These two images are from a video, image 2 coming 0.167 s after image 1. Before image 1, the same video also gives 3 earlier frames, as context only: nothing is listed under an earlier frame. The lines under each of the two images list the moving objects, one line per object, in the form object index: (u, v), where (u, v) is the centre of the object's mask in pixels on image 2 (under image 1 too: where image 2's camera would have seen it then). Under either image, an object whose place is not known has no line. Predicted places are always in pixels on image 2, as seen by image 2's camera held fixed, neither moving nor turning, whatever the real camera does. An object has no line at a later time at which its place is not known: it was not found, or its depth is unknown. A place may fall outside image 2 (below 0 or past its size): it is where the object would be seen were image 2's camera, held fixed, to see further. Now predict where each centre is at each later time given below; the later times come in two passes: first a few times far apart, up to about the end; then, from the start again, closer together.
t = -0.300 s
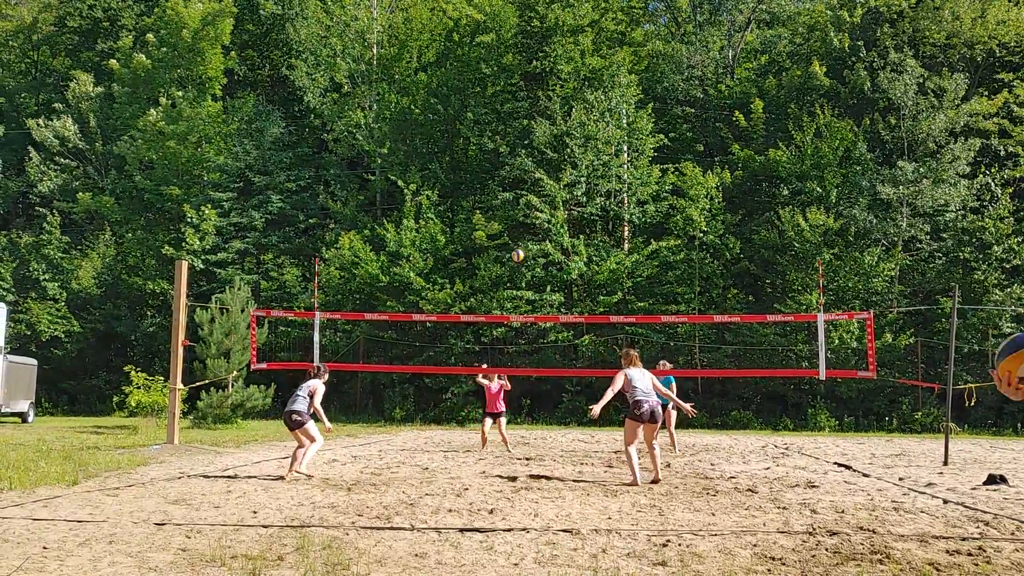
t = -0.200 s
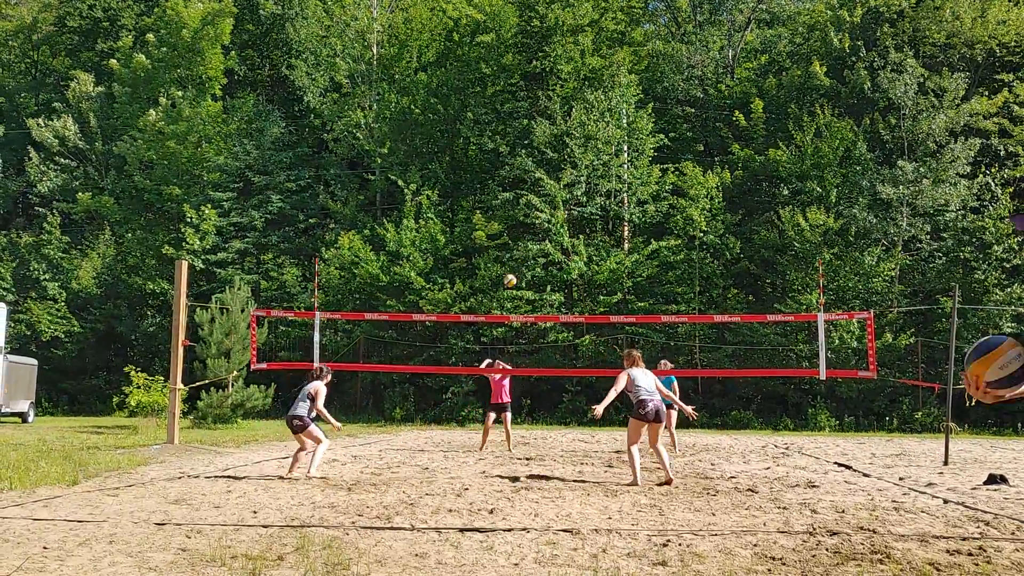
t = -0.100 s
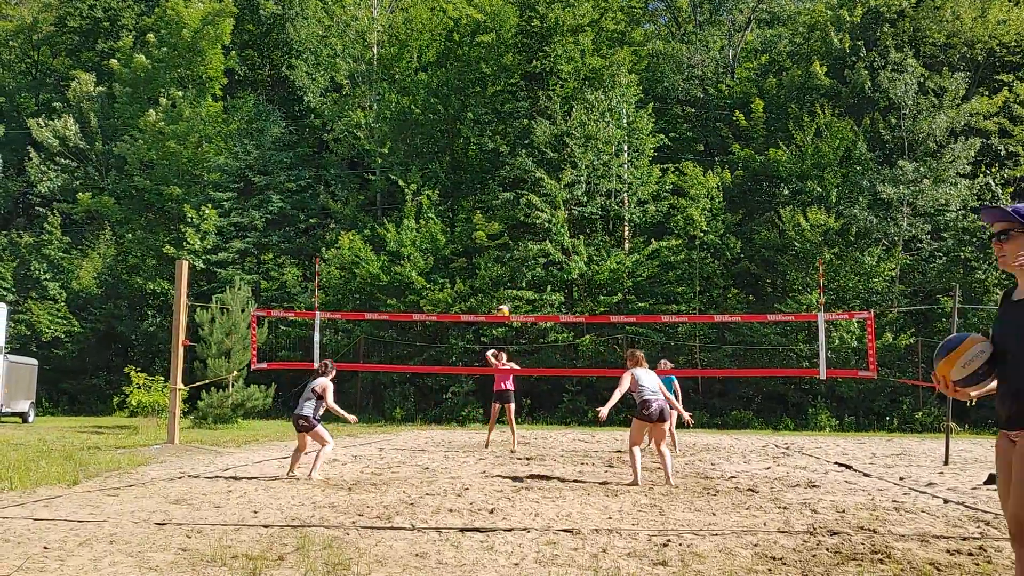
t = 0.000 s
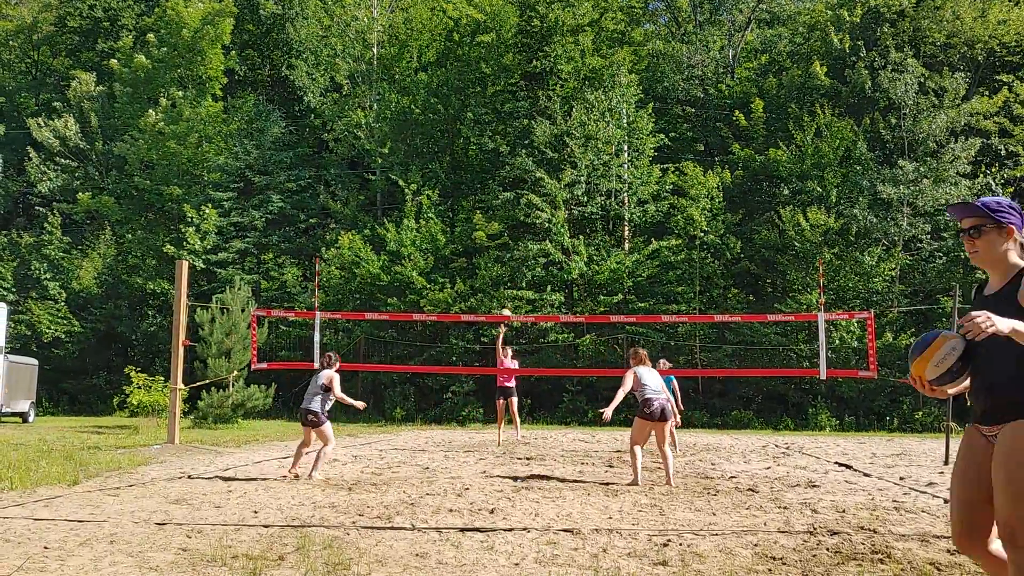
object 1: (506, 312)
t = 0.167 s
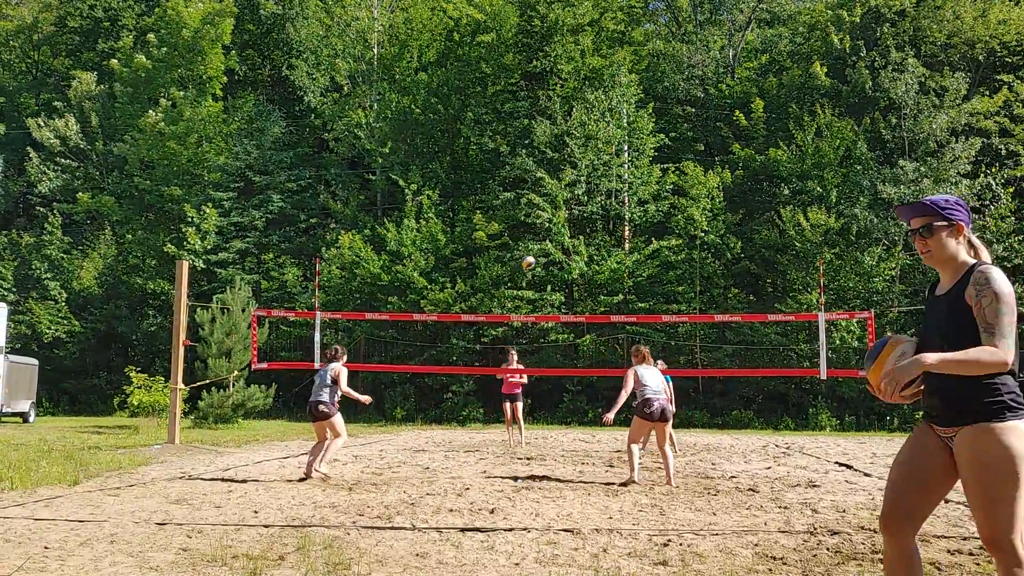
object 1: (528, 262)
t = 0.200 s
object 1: (534, 253)
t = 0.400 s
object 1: (565, 206)
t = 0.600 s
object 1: (599, 178)
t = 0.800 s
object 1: (637, 173)
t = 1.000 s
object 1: (684, 202)
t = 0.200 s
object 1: (534, 253)
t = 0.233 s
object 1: (538, 244)
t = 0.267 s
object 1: (543, 235)
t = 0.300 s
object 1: (549, 227)
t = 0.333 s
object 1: (554, 219)
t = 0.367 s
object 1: (560, 211)
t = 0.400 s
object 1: (565, 206)
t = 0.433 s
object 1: (570, 200)
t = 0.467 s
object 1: (575, 195)
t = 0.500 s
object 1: (581, 189)
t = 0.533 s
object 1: (587, 185)
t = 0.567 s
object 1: (593, 180)
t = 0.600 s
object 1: (599, 178)
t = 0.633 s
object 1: (605, 175)
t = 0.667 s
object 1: (611, 173)
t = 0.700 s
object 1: (617, 172)
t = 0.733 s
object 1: (623, 172)
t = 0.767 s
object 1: (630, 172)
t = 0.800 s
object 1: (637, 173)
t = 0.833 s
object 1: (644, 175)
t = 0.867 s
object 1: (651, 178)
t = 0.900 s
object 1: (658, 181)
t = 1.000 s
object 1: (684, 202)
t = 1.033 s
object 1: (692, 211)
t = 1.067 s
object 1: (702, 221)
